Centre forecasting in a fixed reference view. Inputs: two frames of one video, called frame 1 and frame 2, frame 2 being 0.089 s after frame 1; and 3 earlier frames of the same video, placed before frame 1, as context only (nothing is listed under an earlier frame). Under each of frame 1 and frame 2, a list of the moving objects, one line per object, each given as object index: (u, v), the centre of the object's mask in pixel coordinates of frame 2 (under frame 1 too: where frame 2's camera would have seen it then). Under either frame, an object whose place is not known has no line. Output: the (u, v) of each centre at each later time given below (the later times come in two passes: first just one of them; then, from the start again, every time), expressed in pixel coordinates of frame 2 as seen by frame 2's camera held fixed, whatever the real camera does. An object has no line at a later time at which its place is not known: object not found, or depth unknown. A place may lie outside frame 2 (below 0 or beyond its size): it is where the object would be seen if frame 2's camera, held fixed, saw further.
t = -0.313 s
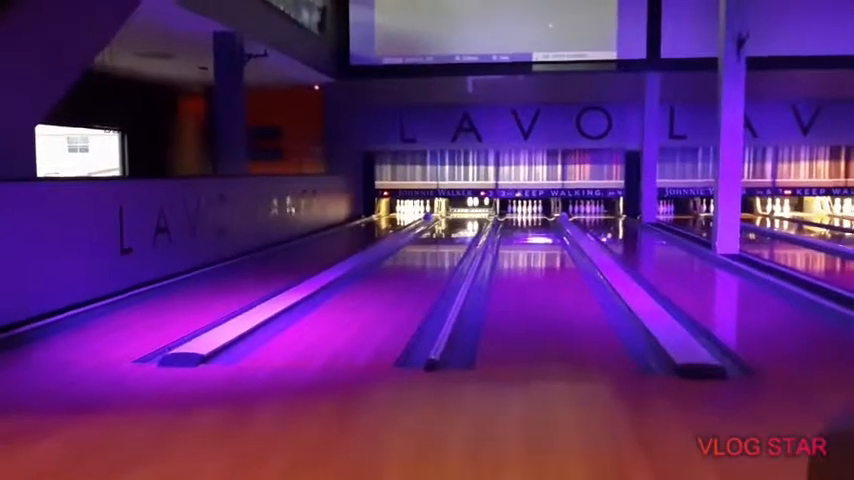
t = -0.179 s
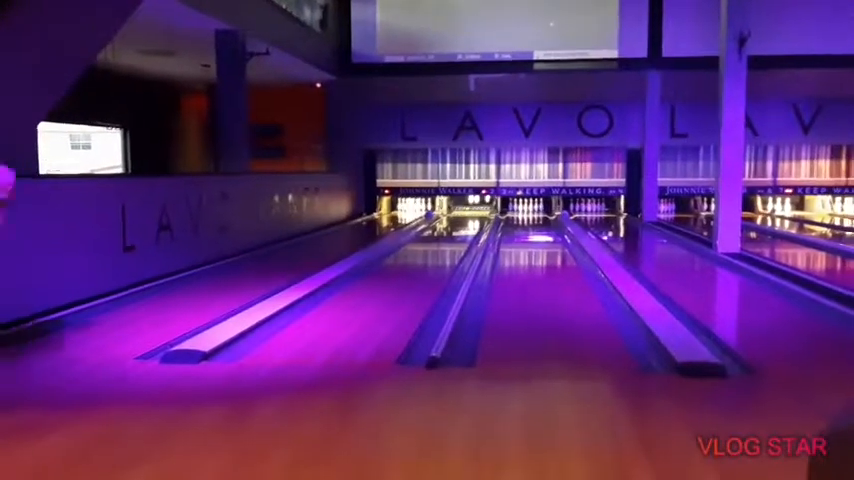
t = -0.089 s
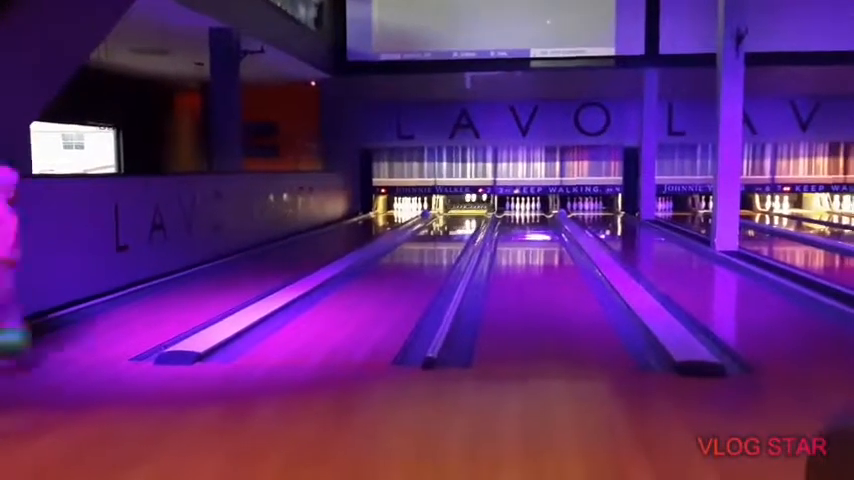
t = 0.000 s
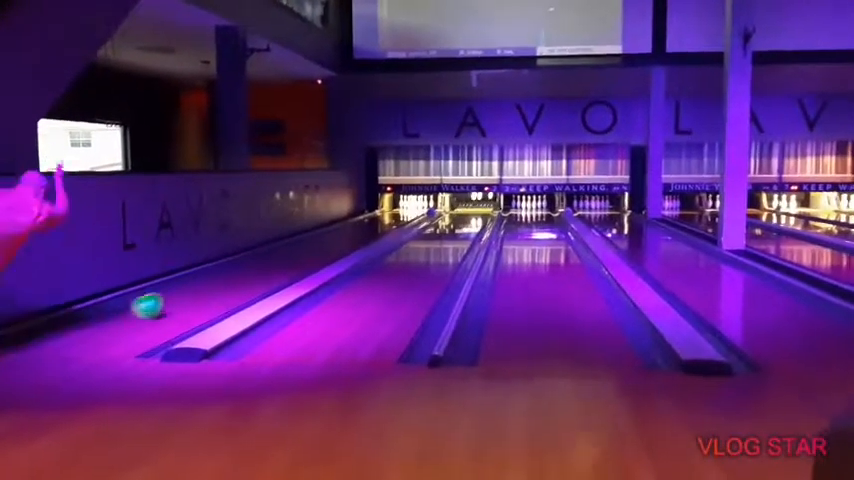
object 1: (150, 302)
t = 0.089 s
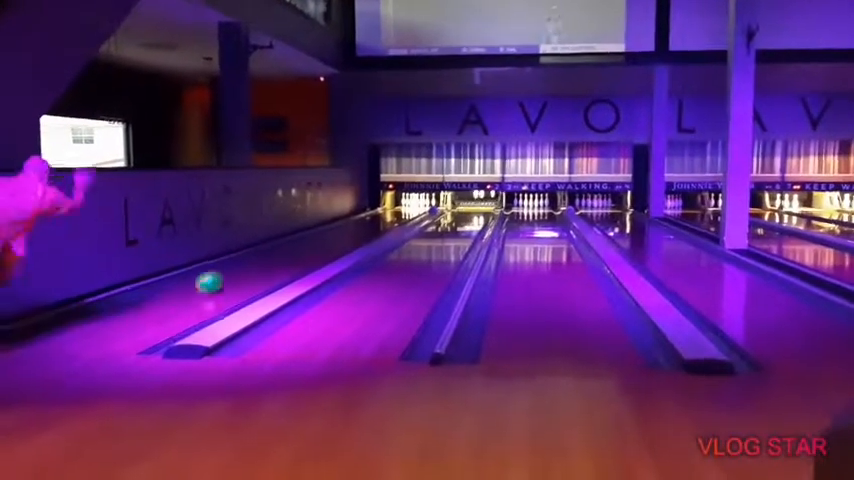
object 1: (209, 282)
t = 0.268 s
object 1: (288, 254)
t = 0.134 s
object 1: (236, 273)
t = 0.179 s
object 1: (250, 267)
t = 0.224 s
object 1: (271, 260)
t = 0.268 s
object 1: (288, 254)
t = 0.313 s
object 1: (303, 248)
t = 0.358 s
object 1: (318, 244)
